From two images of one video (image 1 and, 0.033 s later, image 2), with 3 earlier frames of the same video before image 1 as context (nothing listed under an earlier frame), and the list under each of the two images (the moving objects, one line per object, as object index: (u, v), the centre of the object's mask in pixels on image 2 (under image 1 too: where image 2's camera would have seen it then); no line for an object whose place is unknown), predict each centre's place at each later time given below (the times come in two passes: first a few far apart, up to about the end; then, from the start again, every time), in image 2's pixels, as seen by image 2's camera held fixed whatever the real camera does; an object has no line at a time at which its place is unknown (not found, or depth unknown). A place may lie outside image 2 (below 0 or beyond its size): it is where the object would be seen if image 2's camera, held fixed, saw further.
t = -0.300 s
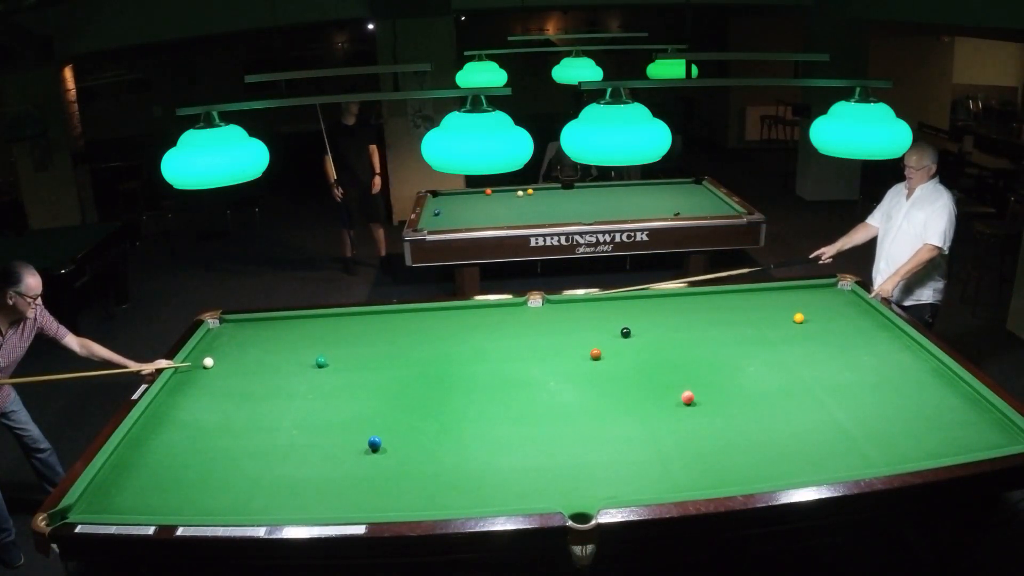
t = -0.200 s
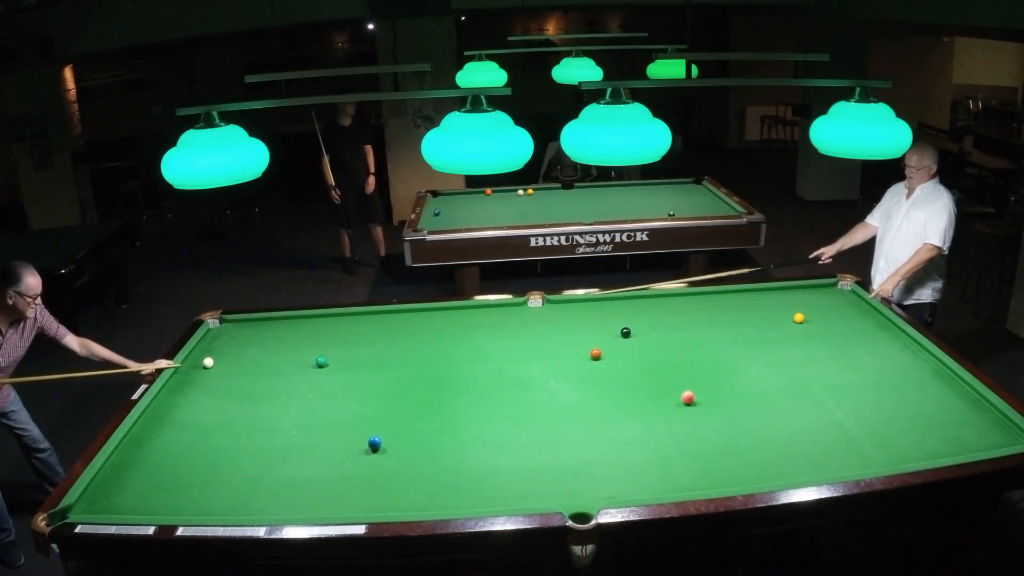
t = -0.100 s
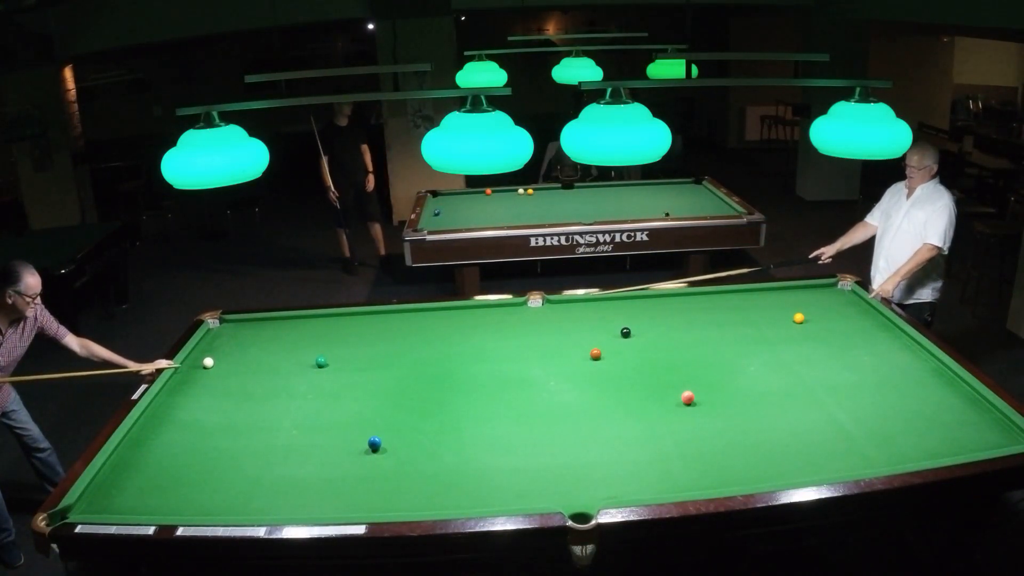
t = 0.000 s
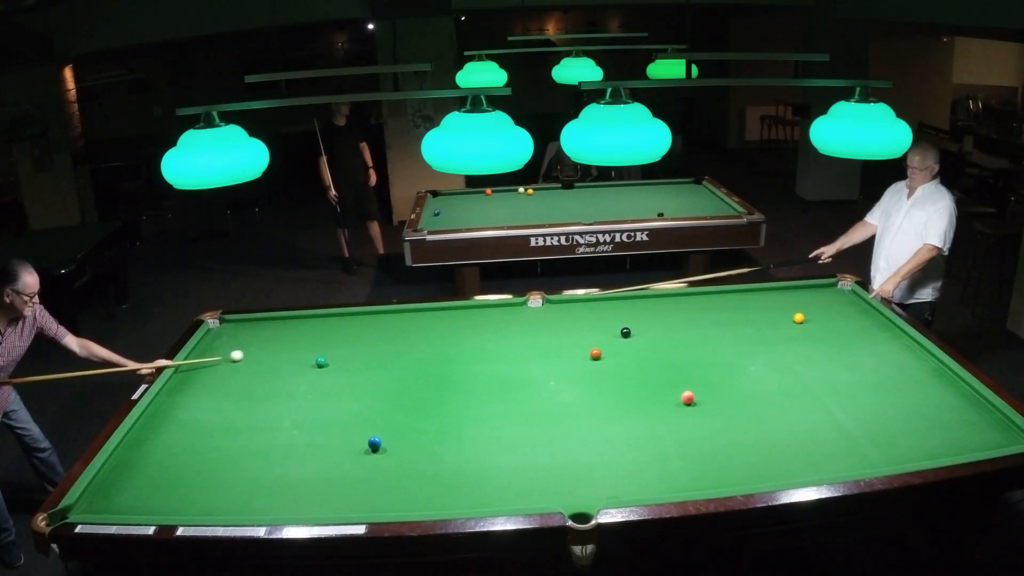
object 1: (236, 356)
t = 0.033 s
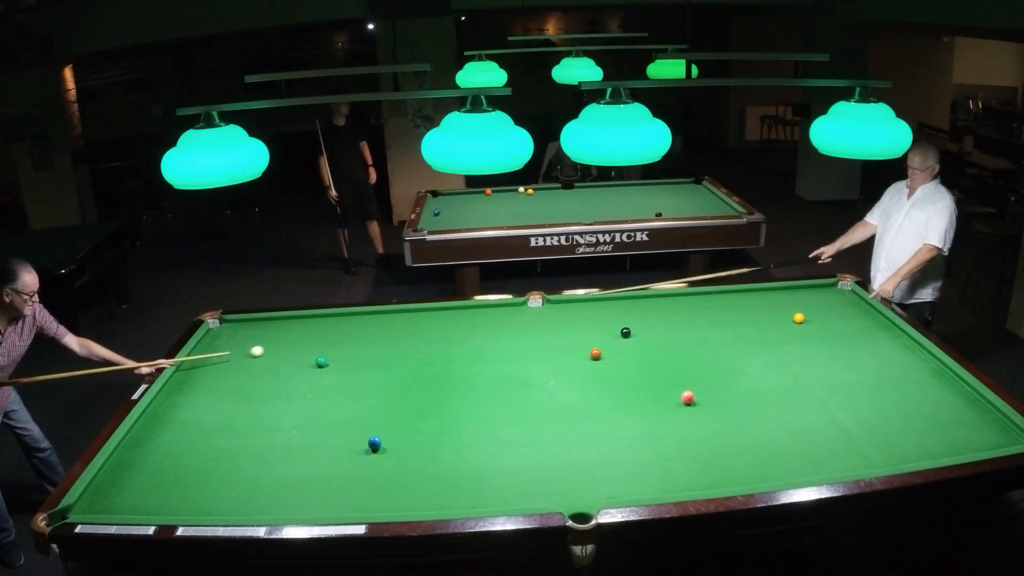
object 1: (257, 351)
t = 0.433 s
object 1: (456, 309)
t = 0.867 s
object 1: (611, 319)
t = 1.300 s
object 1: (773, 329)
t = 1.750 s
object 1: (896, 344)
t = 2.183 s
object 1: (825, 387)
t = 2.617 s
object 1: (733, 441)
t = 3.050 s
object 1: (614, 492)
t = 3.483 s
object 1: (499, 466)
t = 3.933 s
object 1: (400, 441)
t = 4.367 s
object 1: (323, 419)
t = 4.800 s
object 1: (259, 401)
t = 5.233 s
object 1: (208, 386)
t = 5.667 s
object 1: (185, 373)
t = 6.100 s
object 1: (232, 361)
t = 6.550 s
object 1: (274, 349)
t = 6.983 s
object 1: (311, 339)
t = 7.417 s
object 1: (343, 330)
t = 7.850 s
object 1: (371, 323)
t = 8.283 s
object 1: (396, 316)
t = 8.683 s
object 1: (415, 311)
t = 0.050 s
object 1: (266, 349)
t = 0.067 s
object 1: (276, 347)
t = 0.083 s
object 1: (285, 345)
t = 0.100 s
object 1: (295, 343)
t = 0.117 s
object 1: (304, 341)
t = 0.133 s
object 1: (313, 339)
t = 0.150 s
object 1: (322, 337)
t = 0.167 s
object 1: (331, 335)
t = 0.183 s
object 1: (339, 334)
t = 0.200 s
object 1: (347, 332)
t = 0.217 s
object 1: (356, 330)
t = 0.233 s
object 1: (364, 329)
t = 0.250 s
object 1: (372, 327)
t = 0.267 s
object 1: (380, 325)
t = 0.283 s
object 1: (388, 323)
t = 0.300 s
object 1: (395, 322)
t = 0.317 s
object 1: (403, 320)
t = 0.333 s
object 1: (411, 318)
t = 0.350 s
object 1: (419, 317)
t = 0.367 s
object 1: (426, 315)
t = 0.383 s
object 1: (434, 313)
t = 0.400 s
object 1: (442, 312)
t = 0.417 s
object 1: (449, 310)
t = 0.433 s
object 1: (456, 309)
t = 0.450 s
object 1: (463, 308)
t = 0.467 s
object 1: (468, 309)
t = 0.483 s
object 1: (474, 309)
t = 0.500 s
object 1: (480, 310)
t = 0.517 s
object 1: (485, 310)
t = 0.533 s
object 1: (491, 311)
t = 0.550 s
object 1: (497, 311)
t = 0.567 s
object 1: (503, 312)
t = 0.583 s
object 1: (509, 312)
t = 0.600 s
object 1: (515, 312)
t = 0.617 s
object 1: (520, 313)
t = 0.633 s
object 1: (526, 313)
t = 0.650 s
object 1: (532, 313)
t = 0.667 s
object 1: (538, 314)
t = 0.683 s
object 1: (544, 314)
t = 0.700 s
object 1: (550, 315)
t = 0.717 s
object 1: (556, 315)
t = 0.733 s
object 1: (562, 316)
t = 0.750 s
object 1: (568, 316)
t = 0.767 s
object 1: (574, 316)
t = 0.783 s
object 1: (581, 317)
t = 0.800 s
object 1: (587, 317)
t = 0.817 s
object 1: (593, 317)
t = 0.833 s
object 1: (599, 318)
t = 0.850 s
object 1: (605, 318)
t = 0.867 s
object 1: (611, 319)
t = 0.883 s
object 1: (617, 319)
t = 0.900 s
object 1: (624, 319)
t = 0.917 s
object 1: (630, 320)
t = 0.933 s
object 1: (636, 320)
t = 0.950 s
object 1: (642, 321)
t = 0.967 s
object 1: (648, 321)
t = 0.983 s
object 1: (655, 321)
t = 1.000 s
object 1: (661, 322)
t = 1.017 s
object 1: (667, 322)
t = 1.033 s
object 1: (673, 323)
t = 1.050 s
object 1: (679, 323)
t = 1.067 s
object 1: (686, 323)
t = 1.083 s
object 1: (692, 324)
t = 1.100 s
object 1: (698, 324)
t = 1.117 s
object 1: (704, 324)
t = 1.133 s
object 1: (710, 325)
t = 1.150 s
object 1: (717, 325)
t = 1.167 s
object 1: (722, 326)
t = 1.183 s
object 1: (729, 326)
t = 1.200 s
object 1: (735, 327)
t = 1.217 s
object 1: (741, 327)
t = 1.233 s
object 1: (747, 327)
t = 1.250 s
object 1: (754, 328)
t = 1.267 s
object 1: (760, 328)
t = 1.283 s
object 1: (766, 329)
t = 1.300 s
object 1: (773, 329)
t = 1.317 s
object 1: (778, 329)
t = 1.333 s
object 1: (785, 330)
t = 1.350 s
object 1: (791, 330)
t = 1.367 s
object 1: (797, 330)
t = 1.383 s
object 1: (803, 331)
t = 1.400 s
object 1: (809, 331)
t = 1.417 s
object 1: (815, 331)
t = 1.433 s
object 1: (821, 332)
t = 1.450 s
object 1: (827, 332)
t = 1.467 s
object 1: (833, 332)
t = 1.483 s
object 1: (839, 333)
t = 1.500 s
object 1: (845, 333)
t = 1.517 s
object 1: (851, 333)
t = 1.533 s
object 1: (858, 334)
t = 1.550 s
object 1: (864, 334)
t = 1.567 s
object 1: (869, 334)
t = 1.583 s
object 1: (876, 335)
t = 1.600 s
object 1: (881, 335)
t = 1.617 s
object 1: (887, 336)
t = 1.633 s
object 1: (893, 336)
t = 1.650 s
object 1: (899, 336)
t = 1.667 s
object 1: (905, 337)
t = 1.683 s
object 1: (906, 338)
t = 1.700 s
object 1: (903, 339)
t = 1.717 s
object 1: (901, 341)
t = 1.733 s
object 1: (898, 342)
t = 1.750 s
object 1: (896, 344)
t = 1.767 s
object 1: (893, 345)
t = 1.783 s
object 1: (891, 347)
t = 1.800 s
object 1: (888, 348)
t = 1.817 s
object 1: (886, 349)
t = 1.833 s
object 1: (883, 351)
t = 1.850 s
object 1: (881, 353)
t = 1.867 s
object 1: (878, 354)
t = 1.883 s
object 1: (876, 356)
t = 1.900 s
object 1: (873, 358)
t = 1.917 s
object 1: (870, 359)
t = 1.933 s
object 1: (868, 361)
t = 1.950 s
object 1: (865, 363)
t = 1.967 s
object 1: (862, 364)
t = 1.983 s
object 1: (860, 366)
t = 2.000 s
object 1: (857, 368)
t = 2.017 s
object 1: (854, 369)
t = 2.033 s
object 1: (851, 371)
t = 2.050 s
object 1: (849, 373)
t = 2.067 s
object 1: (846, 374)
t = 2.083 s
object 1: (843, 376)
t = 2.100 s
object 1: (840, 378)
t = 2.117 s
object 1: (837, 380)
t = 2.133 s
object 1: (834, 382)
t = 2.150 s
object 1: (831, 384)
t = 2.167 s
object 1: (828, 385)
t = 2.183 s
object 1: (825, 387)
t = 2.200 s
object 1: (822, 389)
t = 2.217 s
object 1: (819, 391)
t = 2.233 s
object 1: (815, 393)
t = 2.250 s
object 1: (812, 395)
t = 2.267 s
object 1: (809, 396)
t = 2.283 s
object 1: (806, 398)
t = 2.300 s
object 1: (802, 400)
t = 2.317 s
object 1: (799, 402)
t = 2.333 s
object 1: (796, 404)
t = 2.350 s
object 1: (792, 406)
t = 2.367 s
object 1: (789, 409)
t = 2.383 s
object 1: (785, 410)
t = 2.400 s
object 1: (782, 412)
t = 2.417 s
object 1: (778, 415)
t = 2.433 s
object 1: (775, 417)
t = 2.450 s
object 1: (771, 419)
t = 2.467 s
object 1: (768, 421)
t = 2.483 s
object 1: (764, 423)
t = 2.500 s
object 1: (760, 425)
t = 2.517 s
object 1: (756, 427)
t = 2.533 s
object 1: (752, 430)
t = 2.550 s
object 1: (749, 432)
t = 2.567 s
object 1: (745, 434)
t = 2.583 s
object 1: (741, 436)
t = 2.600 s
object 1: (737, 439)
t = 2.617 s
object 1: (733, 441)
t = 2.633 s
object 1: (729, 443)
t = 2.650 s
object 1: (724, 446)
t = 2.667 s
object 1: (720, 448)
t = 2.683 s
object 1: (716, 450)
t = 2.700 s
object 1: (712, 452)
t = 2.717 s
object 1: (708, 455)
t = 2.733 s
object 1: (703, 457)
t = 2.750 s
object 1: (699, 460)
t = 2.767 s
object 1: (695, 463)
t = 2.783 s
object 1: (690, 465)
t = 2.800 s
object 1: (686, 467)
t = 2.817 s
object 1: (681, 470)
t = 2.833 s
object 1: (676, 472)
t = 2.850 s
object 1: (672, 475)
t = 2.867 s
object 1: (667, 477)
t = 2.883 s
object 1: (662, 480)
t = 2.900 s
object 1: (658, 483)
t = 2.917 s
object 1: (653, 485)
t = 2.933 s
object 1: (648, 488)
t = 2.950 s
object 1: (643, 489)
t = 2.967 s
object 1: (638, 491)
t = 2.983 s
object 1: (633, 492)
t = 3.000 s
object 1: (628, 493)
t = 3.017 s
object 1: (623, 493)
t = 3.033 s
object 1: (618, 492)
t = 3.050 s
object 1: (614, 492)
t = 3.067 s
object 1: (609, 491)
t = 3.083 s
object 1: (604, 491)
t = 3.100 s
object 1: (599, 490)
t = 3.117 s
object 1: (594, 489)
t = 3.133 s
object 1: (590, 488)
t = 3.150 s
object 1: (585, 487)
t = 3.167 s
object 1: (580, 486)
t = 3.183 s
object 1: (576, 485)
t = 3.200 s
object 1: (571, 483)
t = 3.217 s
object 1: (567, 482)
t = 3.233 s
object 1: (562, 481)
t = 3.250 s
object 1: (558, 480)
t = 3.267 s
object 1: (554, 479)
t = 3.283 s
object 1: (549, 479)
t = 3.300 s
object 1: (545, 478)
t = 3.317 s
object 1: (541, 476)
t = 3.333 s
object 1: (536, 475)
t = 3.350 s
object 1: (532, 474)
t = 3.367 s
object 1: (528, 473)
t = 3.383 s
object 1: (524, 472)
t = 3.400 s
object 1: (519, 471)
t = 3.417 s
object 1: (515, 470)
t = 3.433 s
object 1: (511, 469)
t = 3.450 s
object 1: (507, 468)
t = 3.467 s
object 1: (503, 467)
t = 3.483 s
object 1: (499, 466)
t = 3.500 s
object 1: (495, 465)
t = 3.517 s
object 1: (491, 464)
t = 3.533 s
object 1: (487, 463)
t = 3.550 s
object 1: (483, 463)
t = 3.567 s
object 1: (479, 462)
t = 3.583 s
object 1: (475, 460)
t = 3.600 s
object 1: (471, 459)
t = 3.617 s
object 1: (467, 458)
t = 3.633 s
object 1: (464, 457)
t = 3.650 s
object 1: (460, 457)
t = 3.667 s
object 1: (456, 456)
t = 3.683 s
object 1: (452, 455)
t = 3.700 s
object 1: (449, 454)
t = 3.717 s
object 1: (445, 453)
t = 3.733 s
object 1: (441, 452)
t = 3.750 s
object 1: (438, 451)
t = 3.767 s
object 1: (434, 450)
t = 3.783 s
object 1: (431, 449)
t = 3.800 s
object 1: (427, 448)
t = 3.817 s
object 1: (424, 447)
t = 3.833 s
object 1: (420, 446)
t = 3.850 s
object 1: (417, 445)
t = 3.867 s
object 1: (414, 444)
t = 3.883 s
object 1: (410, 443)
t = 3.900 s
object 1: (407, 442)
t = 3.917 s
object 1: (404, 441)
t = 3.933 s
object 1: (400, 441)
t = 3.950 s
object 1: (397, 440)
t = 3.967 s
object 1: (394, 439)
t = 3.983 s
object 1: (390, 438)
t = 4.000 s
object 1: (387, 437)
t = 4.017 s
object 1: (385, 435)
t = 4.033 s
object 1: (382, 434)
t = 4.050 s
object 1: (379, 432)
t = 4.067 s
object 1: (375, 431)
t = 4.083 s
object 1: (371, 431)
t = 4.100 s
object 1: (368, 430)
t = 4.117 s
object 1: (366, 430)
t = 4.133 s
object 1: (362, 430)
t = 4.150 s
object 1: (359, 429)
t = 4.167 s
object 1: (356, 428)
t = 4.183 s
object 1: (353, 428)
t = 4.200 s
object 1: (350, 427)
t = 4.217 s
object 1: (348, 426)
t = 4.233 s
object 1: (345, 425)
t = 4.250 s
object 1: (342, 424)
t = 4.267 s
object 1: (339, 424)
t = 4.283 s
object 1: (336, 423)
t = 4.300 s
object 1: (333, 422)
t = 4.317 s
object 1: (331, 421)
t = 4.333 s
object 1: (328, 421)
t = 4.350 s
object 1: (325, 420)
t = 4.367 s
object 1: (323, 419)
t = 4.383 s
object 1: (320, 419)
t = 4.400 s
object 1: (318, 418)
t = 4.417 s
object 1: (315, 417)
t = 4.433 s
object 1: (312, 416)
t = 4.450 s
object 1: (309, 416)
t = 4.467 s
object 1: (307, 415)
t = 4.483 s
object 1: (304, 414)
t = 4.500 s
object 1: (302, 413)
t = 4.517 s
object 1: (299, 413)
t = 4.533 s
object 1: (297, 412)
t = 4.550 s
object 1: (294, 411)
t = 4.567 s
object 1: (292, 411)
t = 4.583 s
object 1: (289, 410)
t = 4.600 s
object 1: (287, 409)
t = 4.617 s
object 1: (285, 409)
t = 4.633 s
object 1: (282, 408)
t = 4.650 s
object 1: (280, 407)
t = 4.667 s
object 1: (278, 406)
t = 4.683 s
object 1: (275, 406)
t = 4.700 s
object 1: (273, 405)
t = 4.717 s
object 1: (271, 404)
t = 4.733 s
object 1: (268, 404)
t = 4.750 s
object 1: (266, 403)
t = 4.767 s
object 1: (264, 403)
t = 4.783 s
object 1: (262, 402)
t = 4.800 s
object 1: (259, 401)
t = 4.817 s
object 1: (257, 401)
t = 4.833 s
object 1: (255, 400)
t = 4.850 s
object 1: (253, 399)
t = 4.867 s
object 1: (251, 399)
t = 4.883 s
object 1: (249, 398)
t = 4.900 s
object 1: (246, 398)
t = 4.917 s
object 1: (244, 397)
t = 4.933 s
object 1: (243, 396)
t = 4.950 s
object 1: (240, 396)
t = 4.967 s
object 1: (238, 395)
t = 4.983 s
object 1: (236, 395)
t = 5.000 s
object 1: (234, 394)
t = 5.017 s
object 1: (232, 393)
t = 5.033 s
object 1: (230, 393)
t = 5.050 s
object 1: (229, 392)
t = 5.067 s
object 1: (227, 392)
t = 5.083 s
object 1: (224, 391)
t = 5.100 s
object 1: (222, 391)
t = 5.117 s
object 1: (221, 390)
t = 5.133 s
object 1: (219, 389)
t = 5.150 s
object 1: (217, 389)
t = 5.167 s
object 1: (215, 388)
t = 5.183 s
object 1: (213, 388)
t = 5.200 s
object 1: (212, 387)
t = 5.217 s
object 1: (209, 387)
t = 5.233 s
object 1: (208, 386)
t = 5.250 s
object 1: (206, 386)
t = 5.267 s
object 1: (204, 385)
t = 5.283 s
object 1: (202, 384)
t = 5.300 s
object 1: (201, 384)
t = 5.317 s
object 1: (198, 384)
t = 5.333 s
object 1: (197, 383)
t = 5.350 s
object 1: (195, 383)
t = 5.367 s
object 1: (193, 382)
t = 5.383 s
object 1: (192, 381)
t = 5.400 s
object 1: (190, 381)
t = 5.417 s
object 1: (188, 381)
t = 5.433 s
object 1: (187, 380)
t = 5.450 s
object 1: (185, 380)
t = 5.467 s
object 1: (183, 379)
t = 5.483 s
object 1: (182, 379)
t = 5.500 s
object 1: (180, 378)
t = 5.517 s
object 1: (178, 378)
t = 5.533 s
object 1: (178, 377)
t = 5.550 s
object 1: (176, 377)
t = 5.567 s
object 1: (175, 376)
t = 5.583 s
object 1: (175, 376)
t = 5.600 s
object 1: (177, 375)
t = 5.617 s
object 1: (179, 375)
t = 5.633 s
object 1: (181, 374)
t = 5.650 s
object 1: (183, 374)
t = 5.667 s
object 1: (185, 373)
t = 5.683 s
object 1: (187, 373)
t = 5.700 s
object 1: (189, 372)
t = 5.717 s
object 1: (191, 372)
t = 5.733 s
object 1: (193, 371)
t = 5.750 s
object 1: (194, 371)
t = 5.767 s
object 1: (196, 370)
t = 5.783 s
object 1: (198, 370)
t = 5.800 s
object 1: (200, 369)
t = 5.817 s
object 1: (202, 369)
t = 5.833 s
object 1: (203, 368)
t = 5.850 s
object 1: (205, 368)
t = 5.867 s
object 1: (207, 367)
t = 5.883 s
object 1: (209, 367)
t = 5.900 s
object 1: (211, 366)
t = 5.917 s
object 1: (212, 366)
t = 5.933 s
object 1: (214, 365)
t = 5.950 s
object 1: (216, 365)
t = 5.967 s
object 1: (218, 365)
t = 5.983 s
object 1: (219, 364)
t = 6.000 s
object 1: (221, 364)
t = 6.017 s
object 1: (223, 363)
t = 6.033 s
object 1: (224, 363)
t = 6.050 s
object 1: (226, 362)
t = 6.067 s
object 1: (228, 362)
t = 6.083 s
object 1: (230, 361)
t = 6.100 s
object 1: (232, 361)
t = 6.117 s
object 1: (233, 360)
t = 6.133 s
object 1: (234, 360)
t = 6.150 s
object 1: (236, 359)
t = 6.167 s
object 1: (238, 359)
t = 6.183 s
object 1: (240, 358)
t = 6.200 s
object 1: (241, 358)
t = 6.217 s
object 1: (243, 358)
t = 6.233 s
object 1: (244, 357)
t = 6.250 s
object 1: (246, 357)
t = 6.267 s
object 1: (248, 356)
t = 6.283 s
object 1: (249, 356)
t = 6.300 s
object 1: (251, 355)
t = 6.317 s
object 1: (253, 355)
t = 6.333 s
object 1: (254, 355)
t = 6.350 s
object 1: (256, 354)
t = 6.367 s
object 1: (258, 354)
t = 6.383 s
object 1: (259, 353)
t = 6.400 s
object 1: (261, 353)
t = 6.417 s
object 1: (262, 352)
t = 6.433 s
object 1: (264, 352)
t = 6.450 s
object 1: (265, 352)
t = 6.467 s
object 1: (267, 351)
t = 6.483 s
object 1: (268, 351)
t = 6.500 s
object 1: (270, 350)
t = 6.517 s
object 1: (271, 350)
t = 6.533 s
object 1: (273, 349)
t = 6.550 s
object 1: (274, 349)
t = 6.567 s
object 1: (275, 349)
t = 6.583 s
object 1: (277, 348)
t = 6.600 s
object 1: (279, 348)
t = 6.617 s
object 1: (280, 347)
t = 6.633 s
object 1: (282, 347)
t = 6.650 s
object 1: (283, 347)
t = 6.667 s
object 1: (285, 346)
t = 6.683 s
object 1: (286, 346)
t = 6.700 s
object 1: (287, 345)
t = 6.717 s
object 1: (289, 345)
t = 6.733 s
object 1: (290, 345)
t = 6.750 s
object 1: (292, 344)
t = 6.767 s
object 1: (293, 344)
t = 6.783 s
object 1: (294, 344)
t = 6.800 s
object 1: (296, 343)
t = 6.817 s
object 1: (297, 343)
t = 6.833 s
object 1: (299, 342)
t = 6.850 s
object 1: (300, 342)
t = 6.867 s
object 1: (301, 342)
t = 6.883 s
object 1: (303, 341)
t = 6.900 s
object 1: (304, 341)
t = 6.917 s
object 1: (305, 341)
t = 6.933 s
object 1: (307, 340)
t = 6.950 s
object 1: (308, 340)
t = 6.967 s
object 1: (309, 339)
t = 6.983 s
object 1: (311, 339)
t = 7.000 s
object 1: (312, 339)
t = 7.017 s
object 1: (313, 338)
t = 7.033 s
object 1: (315, 338)
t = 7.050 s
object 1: (316, 338)
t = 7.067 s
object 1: (317, 337)
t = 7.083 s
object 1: (318, 337)
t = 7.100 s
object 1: (320, 337)
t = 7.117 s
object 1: (321, 336)
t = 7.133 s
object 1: (322, 336)
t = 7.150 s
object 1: (324, 336)
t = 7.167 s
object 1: (325, 335)
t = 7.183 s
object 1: (326, 335)
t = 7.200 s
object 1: (327, 335)
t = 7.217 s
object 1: (329, 334)
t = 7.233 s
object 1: (330, 334)
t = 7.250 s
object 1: (331, 334)
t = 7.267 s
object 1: (332, 333)
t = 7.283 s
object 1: (333, 333)
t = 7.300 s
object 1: (335, 333)
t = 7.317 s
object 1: (336, 332)
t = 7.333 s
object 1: (337, 332)
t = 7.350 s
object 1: (338, 332)
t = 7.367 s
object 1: (339, 331)
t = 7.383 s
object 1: (341, 331)
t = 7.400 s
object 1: (342, 331)
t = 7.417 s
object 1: (343, 330)
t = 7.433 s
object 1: (344, 330)
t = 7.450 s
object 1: (345, 330)
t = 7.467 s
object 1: (347, 330)
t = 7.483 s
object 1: (348, 329)
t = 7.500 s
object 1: (348, 329)
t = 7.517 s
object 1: (350, 329)
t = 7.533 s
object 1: (351, 328)
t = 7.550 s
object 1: (352, 328)
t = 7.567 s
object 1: (353, 328)
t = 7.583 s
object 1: (354, 327)
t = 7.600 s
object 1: (355, 327)
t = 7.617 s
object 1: (356, 327)
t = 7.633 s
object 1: (357, 327)
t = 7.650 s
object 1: (359, 326)
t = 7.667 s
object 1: (359, 326)
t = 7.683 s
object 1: (361, 326)
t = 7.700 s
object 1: (362, 325)
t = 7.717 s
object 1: (363, 325)
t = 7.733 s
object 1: (364, 325)
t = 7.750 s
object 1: (365, 324)
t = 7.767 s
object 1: (366, 324)
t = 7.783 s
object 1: (367, 324)
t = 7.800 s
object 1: (368, 324)
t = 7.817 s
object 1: (369, 323)
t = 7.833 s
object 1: (370, 323)
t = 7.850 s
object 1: (371, 323)
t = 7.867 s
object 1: (372, 323)
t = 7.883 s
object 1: (373, 322)
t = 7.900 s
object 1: (374, 322)
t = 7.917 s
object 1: (375, 322)
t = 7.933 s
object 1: (376, 321)
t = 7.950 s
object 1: (377, 321)
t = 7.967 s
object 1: (378, 321)
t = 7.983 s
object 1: (379, 321)
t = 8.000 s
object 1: (380, 321)
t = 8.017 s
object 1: (381, 320)
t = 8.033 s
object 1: (382, 320)
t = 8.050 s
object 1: (383, 320)
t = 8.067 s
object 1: (384, 319)
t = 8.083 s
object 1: (385, 319)
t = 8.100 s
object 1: (386, 319)
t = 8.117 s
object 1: (387, 319)
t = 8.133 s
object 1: (388, 318)
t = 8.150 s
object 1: (389, 318)
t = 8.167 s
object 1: (389, 318)
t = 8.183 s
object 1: (390, 318)
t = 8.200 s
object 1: (391, 318)
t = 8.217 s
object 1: (392, 317)
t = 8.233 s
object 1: (393, 317)
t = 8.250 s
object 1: (394, 317)
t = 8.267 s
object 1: (395, 317)
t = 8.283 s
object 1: (396, 316)
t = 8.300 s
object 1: (397, 316)
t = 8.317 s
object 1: (397, 316)
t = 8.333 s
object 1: (398, 316)
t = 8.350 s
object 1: (399, 316)
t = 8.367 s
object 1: (400, 315)
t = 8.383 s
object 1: (401, 315)
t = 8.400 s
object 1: (402, 315)
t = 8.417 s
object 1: (402, 315)
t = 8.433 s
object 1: (403, 314)
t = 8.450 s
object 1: (404, 314)
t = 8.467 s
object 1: (405, 314)
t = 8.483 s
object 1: (406, 314)
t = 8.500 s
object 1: (407, 313)
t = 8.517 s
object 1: (407, 313)
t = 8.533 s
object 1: (408, 313)
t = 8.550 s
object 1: (409, 313)
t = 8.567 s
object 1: (410, 312)
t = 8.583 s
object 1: (411, 312)
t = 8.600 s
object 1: (411, 312)
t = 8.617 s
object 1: (413, 312)
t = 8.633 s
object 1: (413, 312)
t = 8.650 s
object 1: (414, 312)
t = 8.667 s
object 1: (415, 312)
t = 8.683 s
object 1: (415, 311)
